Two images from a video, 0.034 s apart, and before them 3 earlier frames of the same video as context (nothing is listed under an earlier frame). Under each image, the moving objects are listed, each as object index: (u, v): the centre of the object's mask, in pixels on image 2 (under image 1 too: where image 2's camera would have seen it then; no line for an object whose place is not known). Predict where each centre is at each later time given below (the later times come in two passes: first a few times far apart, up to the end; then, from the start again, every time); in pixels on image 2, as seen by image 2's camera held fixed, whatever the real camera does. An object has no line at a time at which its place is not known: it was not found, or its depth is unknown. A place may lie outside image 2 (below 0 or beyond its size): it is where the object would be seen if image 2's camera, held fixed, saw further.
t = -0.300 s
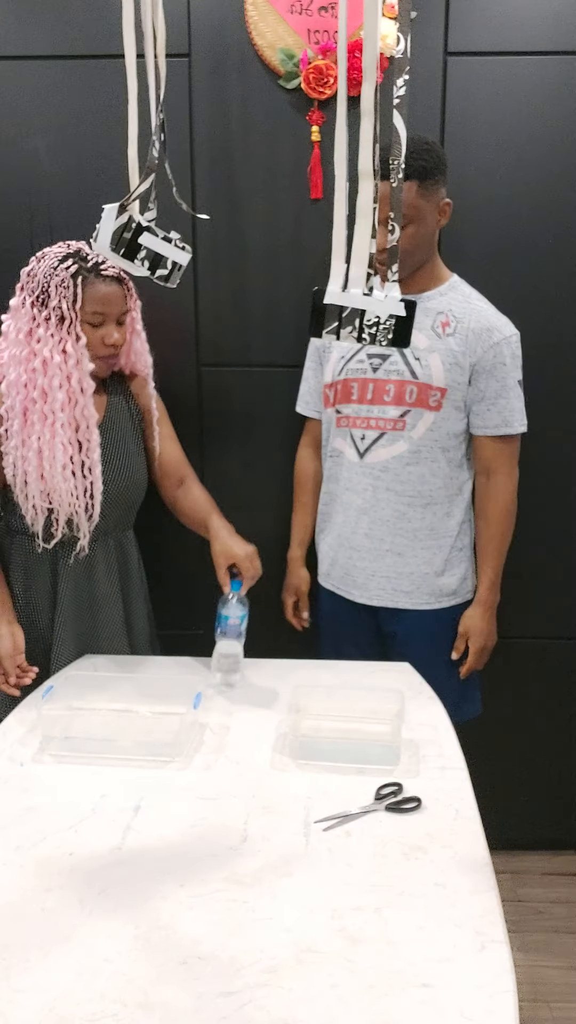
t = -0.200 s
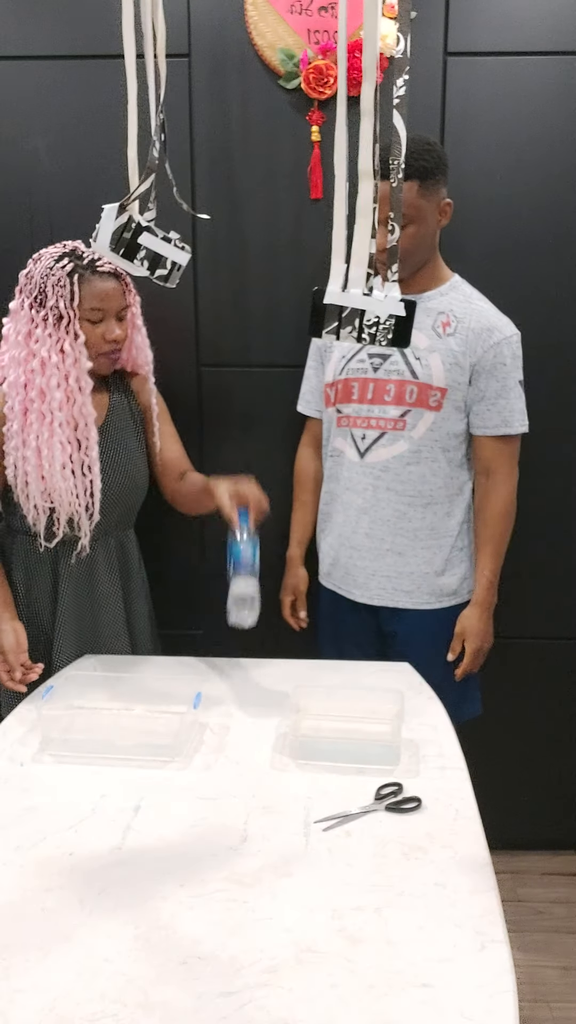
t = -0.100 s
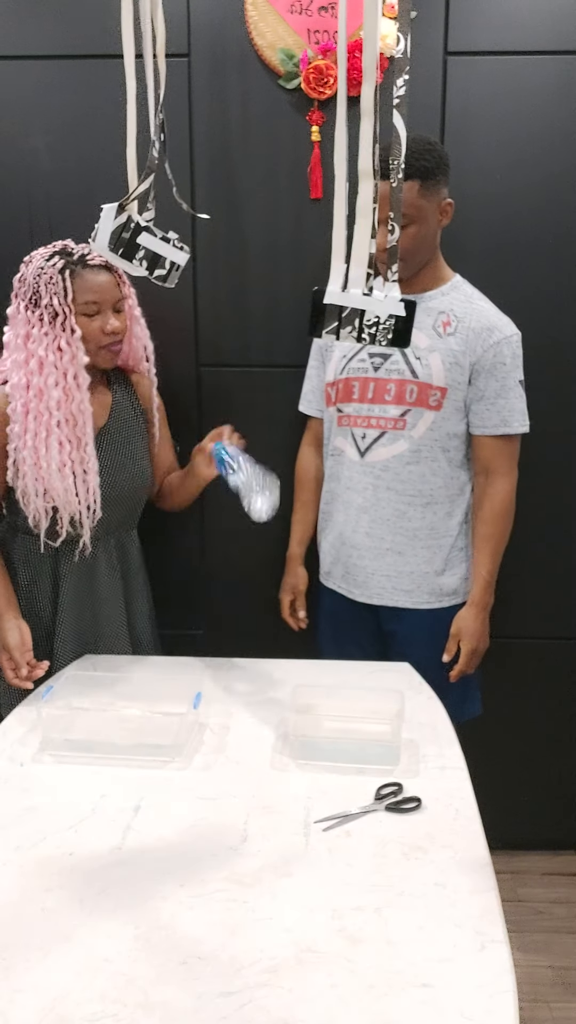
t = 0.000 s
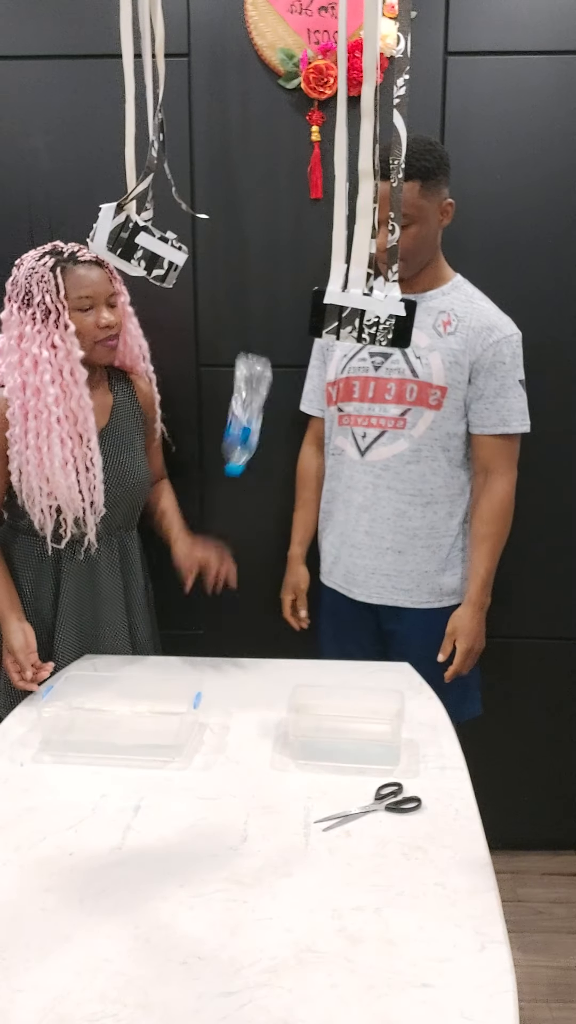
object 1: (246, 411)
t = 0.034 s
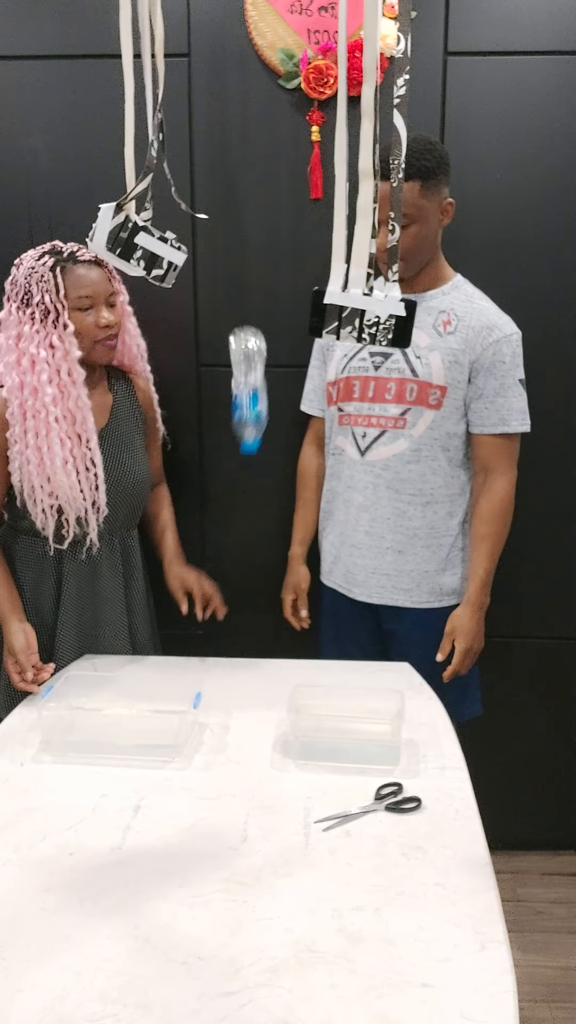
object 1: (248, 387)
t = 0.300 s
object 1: (239, 400)
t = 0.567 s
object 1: (242, 662)
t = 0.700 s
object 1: (236, 687)
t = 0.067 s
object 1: (250, 365)
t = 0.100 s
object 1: (250, 349)
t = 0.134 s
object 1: (248, 340)
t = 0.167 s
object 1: (246, 339)
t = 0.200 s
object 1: (244, 345)
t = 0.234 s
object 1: (242, 357)
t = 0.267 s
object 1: (240, 376)
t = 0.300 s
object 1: (239, 400)
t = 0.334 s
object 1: (237, 430)
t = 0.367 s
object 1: (236, 464)
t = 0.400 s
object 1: (235, 503)
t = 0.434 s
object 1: (234, 546)
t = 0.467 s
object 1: (233, 594)
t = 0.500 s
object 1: (234, 638)
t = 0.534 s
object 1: (238, 653)
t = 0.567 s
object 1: (242, 662)
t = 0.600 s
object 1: (240, 679)
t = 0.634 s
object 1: (237, 685)
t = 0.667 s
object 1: (237, 686)
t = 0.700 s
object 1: (236, 687)
